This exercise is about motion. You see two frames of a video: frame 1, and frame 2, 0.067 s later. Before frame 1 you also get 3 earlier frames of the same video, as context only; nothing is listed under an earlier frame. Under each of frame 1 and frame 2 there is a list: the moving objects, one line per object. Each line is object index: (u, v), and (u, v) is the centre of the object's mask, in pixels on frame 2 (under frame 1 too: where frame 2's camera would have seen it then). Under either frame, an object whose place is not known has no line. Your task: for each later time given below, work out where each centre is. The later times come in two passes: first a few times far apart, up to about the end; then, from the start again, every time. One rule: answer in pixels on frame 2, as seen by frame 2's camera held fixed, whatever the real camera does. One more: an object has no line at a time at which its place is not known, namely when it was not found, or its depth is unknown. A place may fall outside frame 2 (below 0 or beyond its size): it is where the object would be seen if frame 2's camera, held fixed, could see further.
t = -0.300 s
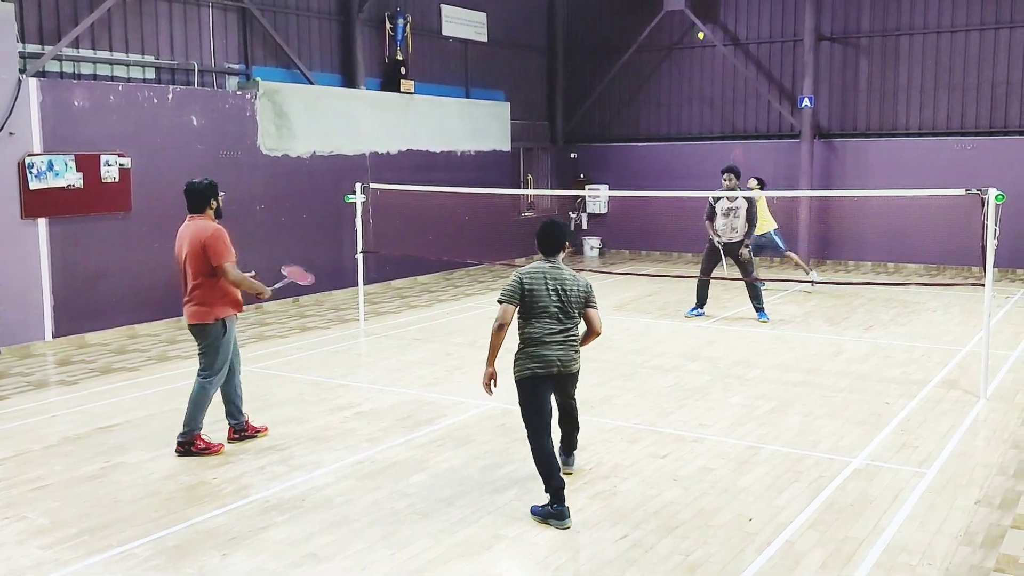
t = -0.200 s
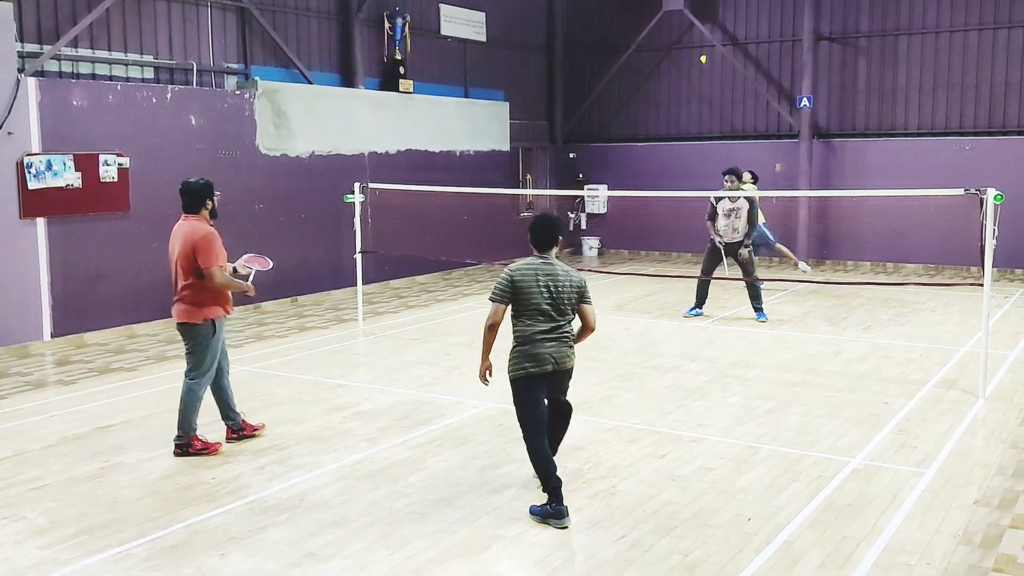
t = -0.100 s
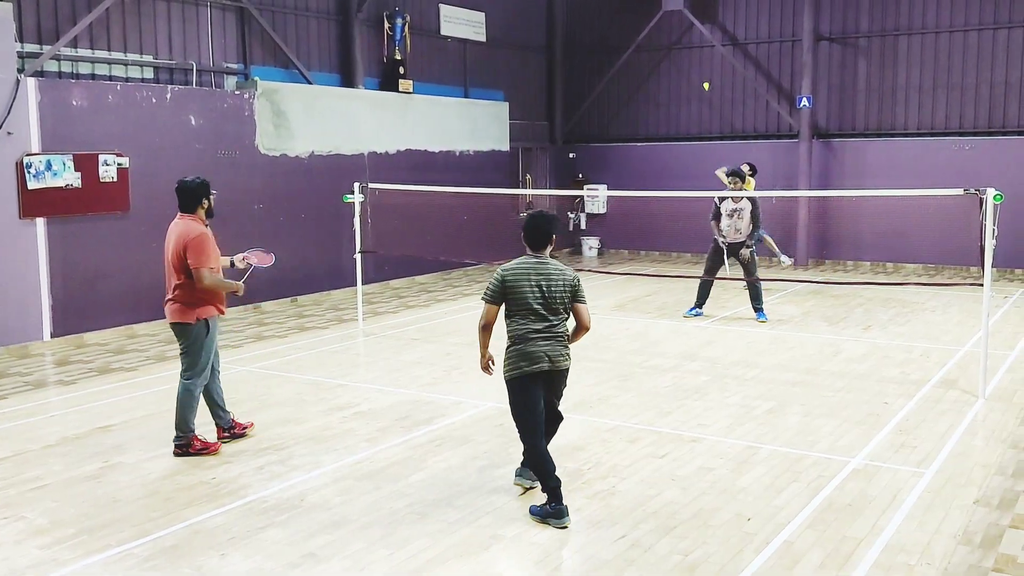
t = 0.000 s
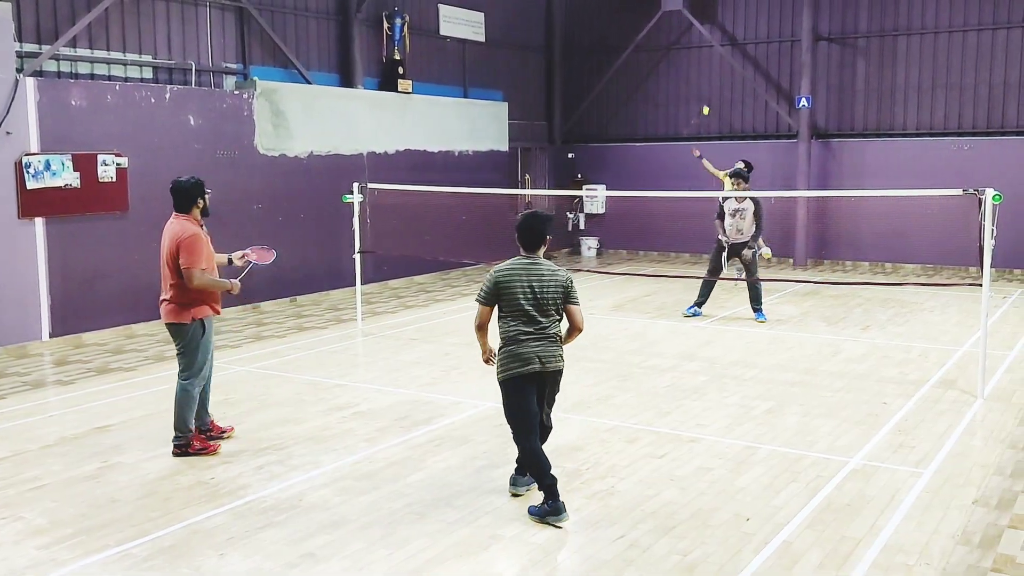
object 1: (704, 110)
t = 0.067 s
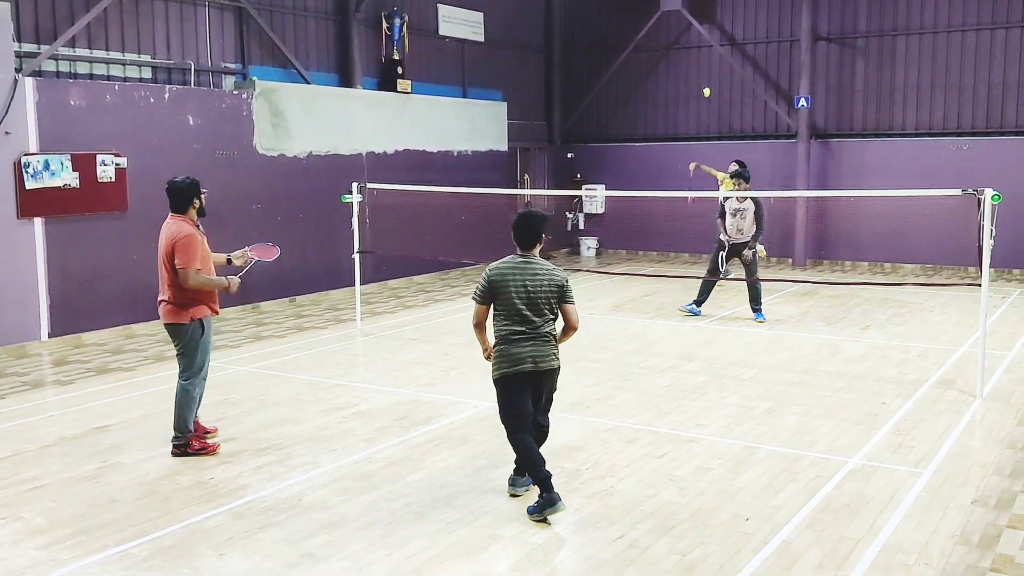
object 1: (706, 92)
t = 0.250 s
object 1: (693, 75)
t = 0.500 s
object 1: (673, 106)
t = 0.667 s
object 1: (658, 167)
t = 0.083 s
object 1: (705, 87)
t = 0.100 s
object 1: (703, 84)
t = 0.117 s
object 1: (700, 82)
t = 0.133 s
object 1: (697, 81)
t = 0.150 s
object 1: (697, 80)
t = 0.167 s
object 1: (696, 80)
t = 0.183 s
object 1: (695, 79)
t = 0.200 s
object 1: (695, 77)
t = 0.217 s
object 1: (695, 76)
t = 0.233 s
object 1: (694, 76)
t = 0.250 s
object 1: (693, 75)
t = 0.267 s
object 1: (691, 74)
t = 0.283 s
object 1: (690, 75)
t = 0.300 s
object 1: (689, 75)
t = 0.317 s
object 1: (687, 76)
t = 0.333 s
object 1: (686, 77)
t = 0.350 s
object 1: (685, 79)
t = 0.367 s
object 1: (683, 81)
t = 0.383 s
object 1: (682, 83)
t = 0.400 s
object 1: (681, 85)
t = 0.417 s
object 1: (680, 88)
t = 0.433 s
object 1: (679, 91)
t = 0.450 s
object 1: (677, 94)
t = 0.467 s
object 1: (675, 98)
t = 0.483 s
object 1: (674, 102)
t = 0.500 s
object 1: (673, 106)
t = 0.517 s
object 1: (672, 110)
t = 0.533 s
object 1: (671, 115)
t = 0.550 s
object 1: (669, 121)
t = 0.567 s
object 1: (667, 126)
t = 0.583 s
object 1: (666, 132)
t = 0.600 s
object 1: (664, 138)
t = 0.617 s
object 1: (663, 145)
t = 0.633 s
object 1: (662, 152)
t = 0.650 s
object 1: (660, 159)
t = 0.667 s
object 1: (658, 167)
